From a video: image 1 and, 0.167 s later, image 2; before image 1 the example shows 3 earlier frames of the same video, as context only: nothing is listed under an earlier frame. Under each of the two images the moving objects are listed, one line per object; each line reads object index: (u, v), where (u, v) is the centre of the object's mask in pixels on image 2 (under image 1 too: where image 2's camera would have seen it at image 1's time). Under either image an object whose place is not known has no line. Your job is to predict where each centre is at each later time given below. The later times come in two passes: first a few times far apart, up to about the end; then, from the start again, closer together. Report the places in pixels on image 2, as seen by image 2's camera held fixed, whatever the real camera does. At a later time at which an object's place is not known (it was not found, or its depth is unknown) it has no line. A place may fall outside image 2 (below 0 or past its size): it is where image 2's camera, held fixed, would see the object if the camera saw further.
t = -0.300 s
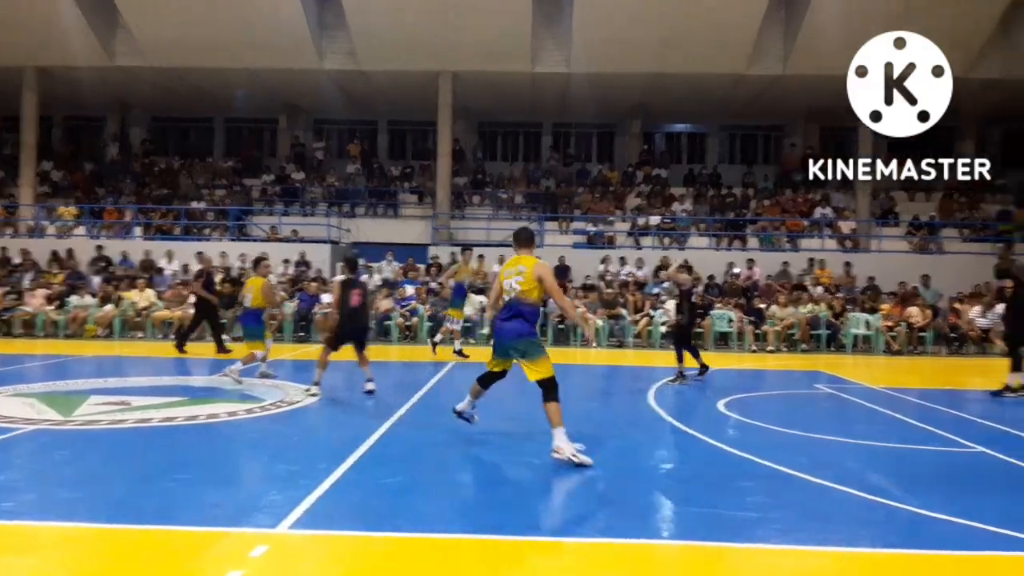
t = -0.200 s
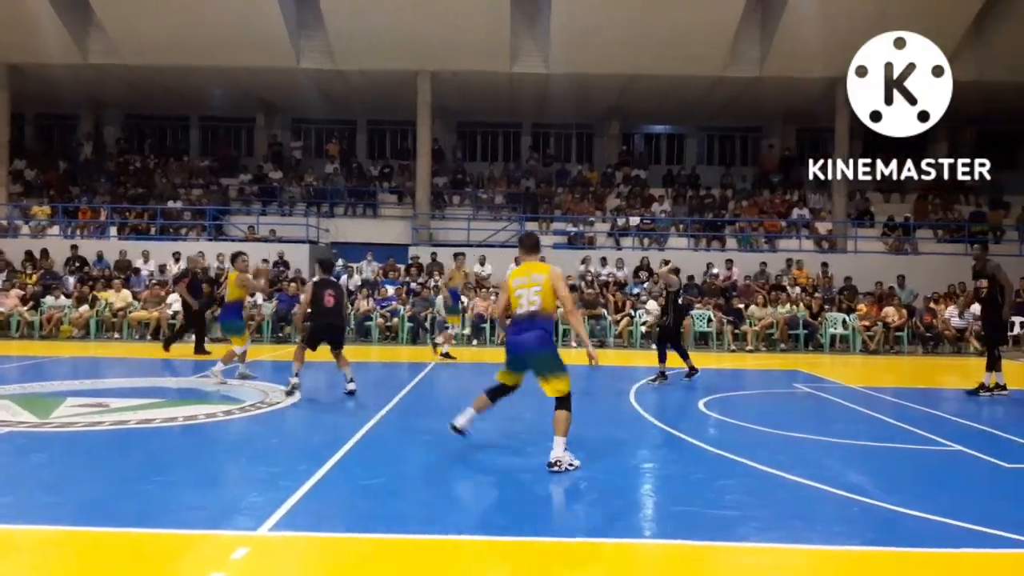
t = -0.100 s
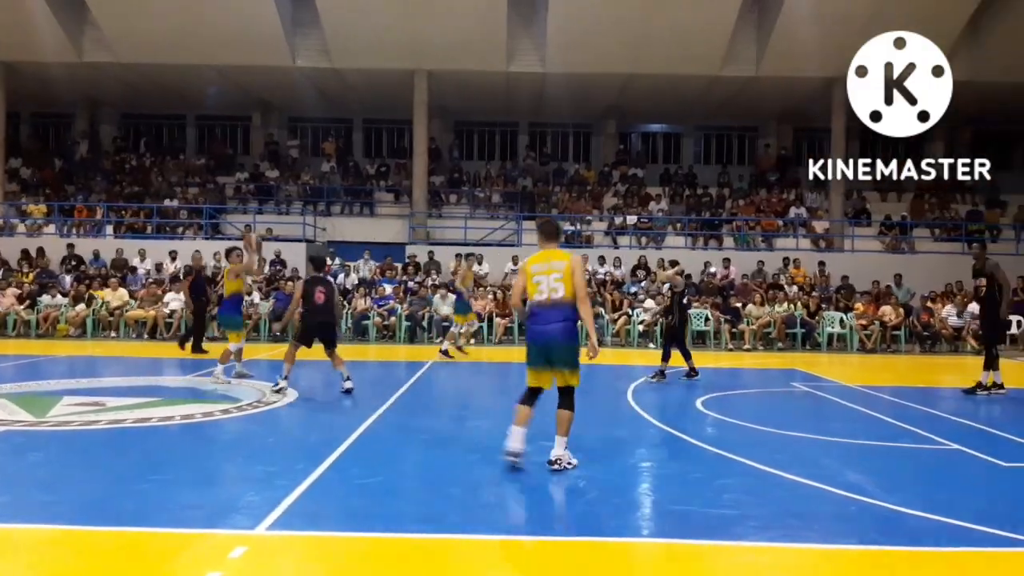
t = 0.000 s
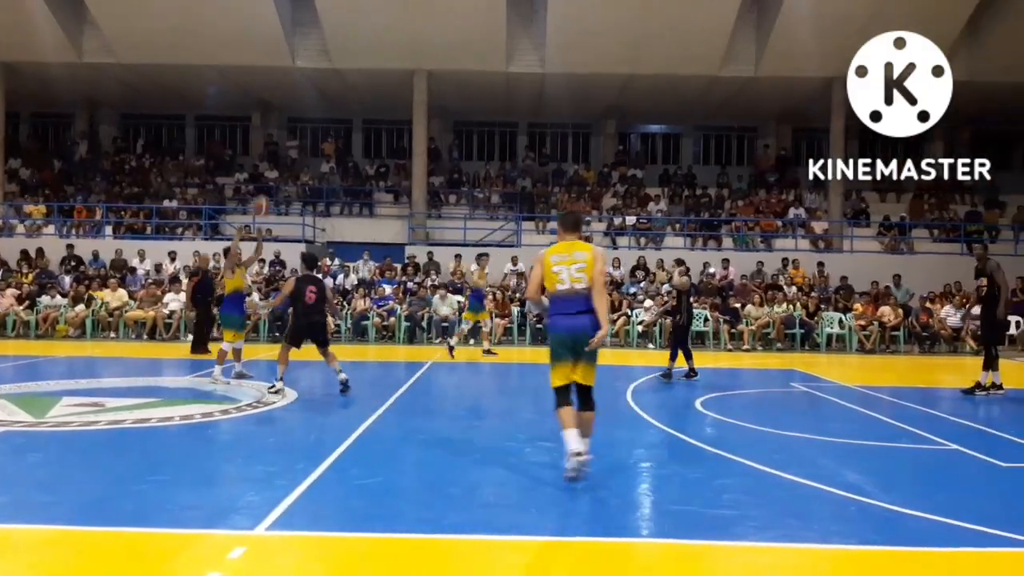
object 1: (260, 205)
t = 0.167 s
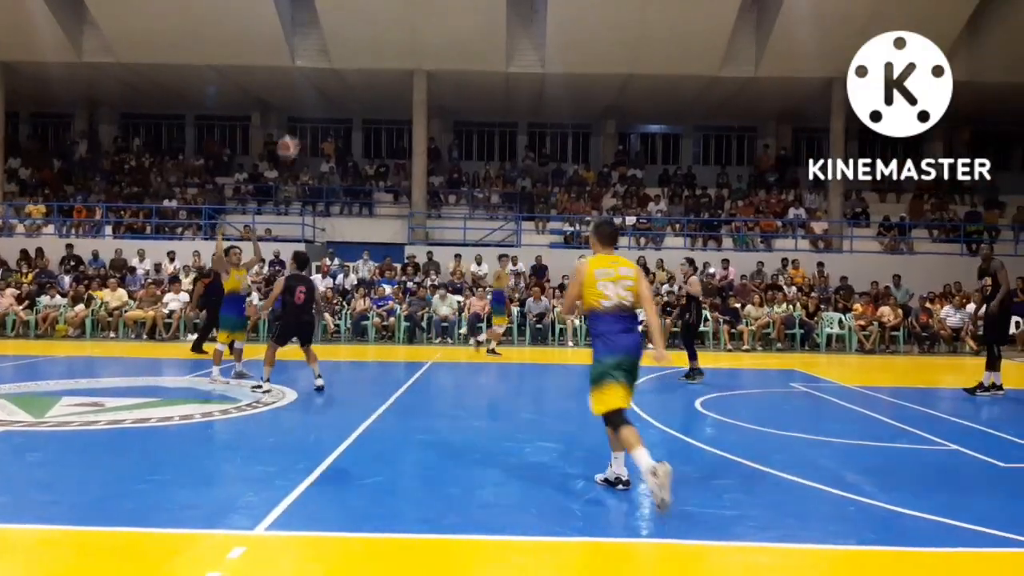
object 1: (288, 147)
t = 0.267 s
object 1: (307, 118)
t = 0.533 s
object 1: (368, 73)
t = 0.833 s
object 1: (465, 113)
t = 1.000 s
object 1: (542, 205)
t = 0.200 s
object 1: (294, 136)
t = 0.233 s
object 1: (300, 126)
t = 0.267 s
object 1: (307, 118)
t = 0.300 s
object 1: (313, 110)
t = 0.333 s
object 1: (319, 100)
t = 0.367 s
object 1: (328, 95)
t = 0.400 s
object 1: (334, 88)
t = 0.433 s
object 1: (342, 83)
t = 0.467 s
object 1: (350, 79)
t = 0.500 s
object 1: (359, 75)
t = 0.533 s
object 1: (368, 73)
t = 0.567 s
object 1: (376, 72)
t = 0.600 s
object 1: (386, 72)
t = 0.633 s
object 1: (397, 74)
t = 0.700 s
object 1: (417, 78)
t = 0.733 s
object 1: (427, 85)
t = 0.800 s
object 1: (452, 102)
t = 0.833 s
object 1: (465, 113)
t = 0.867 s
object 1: (479, 126)
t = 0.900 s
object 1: (494, 144)
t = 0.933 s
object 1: (509, 160)
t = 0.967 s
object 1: (525, 182)
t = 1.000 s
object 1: (542, 205)
